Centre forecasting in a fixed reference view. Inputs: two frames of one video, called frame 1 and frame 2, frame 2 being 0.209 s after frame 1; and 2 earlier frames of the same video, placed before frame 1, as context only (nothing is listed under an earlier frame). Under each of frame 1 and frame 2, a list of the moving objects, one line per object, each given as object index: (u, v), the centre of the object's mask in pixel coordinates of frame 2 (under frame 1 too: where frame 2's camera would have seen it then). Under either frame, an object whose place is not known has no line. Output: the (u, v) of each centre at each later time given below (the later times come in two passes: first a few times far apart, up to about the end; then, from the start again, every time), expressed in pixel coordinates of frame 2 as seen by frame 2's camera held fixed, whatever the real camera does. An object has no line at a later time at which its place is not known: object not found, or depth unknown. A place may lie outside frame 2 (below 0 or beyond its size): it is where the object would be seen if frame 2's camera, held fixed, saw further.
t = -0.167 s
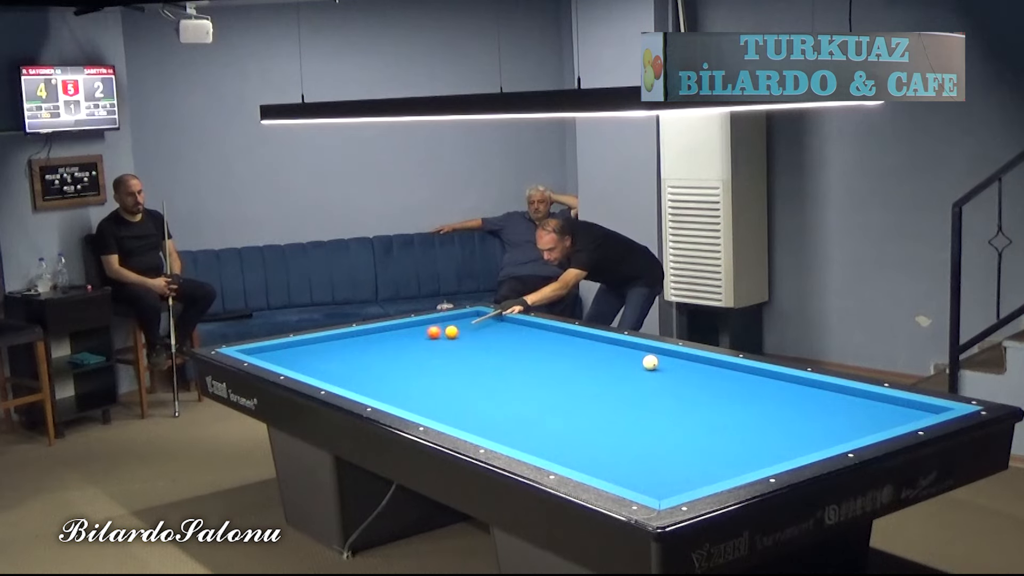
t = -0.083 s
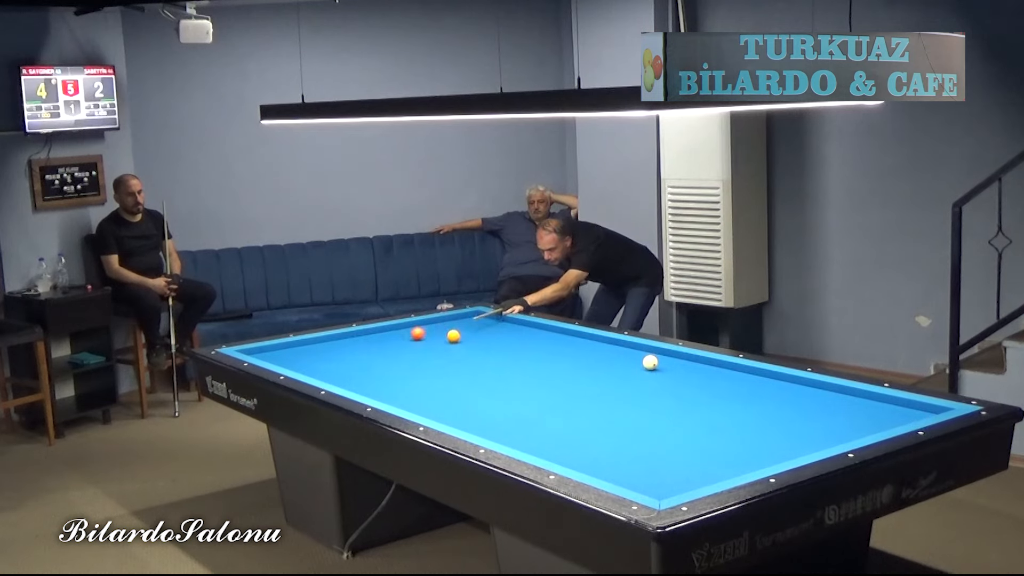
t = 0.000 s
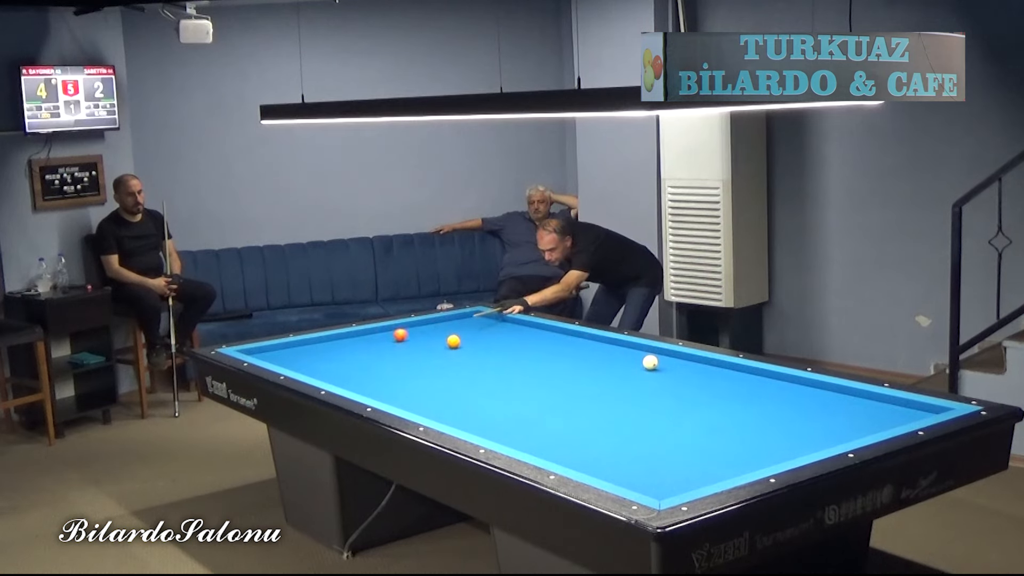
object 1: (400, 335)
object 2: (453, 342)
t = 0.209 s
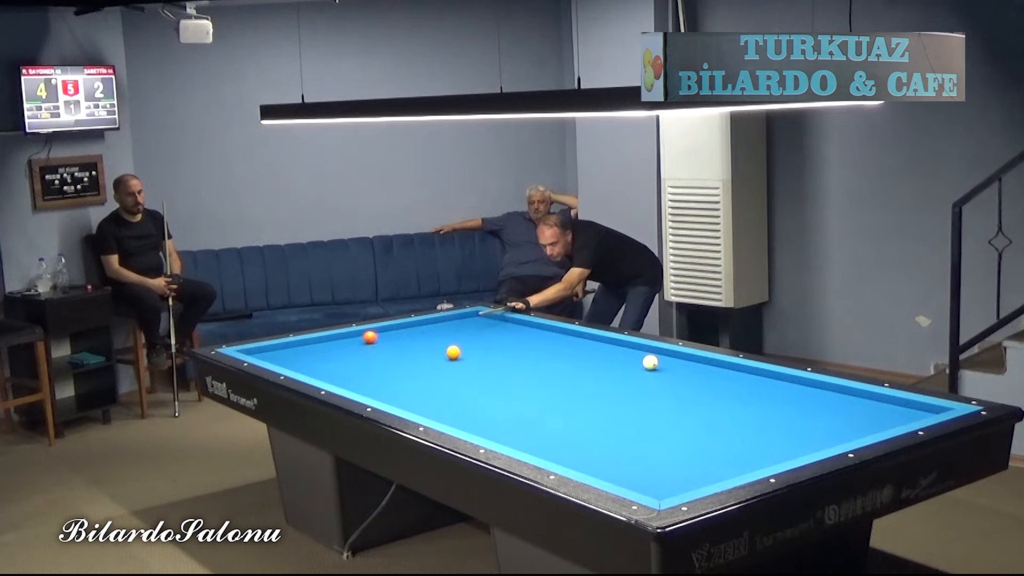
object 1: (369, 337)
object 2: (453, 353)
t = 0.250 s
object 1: (363, 338)
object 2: (453, 355)
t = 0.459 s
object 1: (330, 340)
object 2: (453, 368)
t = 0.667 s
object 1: (299, 343)
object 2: (452, 382)
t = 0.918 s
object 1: (274, 348)
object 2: (452, 402)
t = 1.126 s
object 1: (256, 351)
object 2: (452, 418)
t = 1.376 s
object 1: (261, 353)
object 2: (495, 431)
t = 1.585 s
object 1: (276, 352)
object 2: (554, 439)
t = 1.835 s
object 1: (294, 351)
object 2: (621, 448)
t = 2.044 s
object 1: (309, 350)
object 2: (686, 458)
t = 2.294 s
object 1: (325, 349)
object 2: (759, 464)
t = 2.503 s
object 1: (339, 348)
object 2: (752, 450)
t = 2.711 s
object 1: (352, 347)
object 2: (748, 437)
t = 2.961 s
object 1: (367, 345)
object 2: (745, 422)
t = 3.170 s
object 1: (379, 344)
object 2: (742, 411)
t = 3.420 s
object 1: (394, 344)
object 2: (739, 398)
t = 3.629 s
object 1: (405, 343)
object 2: (737, 389)
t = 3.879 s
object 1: (418, 342)
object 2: (734, 378)
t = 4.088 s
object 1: (428, 341)
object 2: (732, 371)
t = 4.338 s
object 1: (440, 340)
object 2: (717, 365)
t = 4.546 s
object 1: (449, 339)
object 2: (694, 364)
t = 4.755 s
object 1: (458, 338)
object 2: (672, 363)
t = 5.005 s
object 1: (469, 337)
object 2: (662, 362)
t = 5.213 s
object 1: (478, 337)
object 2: (658, 361)
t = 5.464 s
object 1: (487, 336)
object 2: (653, 360)
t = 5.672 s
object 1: (495, 335)
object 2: (649, 360)
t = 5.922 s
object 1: (503, 335)
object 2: (645, 360)
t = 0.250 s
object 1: (363, 338)
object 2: (453, 355)
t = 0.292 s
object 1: (357, 338)
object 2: (453, 357)
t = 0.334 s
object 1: (351, 339)
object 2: (453, 360)
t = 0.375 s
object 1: (345, 339)
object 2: (453, 362)
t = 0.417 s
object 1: (339, 340)
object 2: (453, 365)
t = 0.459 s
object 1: (330, 340)
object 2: (453, 368)
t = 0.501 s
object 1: (324, 341)
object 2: (453, 371)
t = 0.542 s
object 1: (318, 341)
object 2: (452, 374)
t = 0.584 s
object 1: (311, 342)
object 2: (452, 377)
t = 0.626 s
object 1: (305, 342)
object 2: (452, 379)
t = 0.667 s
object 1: (299, 343)
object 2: (452, 382)
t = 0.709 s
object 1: (293, 343)
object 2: (452, 385)
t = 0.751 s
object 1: (289, 344)
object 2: (452, 388)
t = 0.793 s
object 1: (286, 345)
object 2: (452, 391)
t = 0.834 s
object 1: (282, 346)
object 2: (452, 394)
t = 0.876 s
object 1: (279, 346)
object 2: (452, 397)
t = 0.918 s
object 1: (274, 348)
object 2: (452, 402)
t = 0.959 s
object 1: (270, 348)
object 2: (452, 405)
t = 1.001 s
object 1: (266, 349)
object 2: (452, 408)
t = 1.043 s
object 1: (263, 350)
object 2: (452, 412)
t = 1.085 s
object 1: (259, 351)
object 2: (451, 415)
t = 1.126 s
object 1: (256, 351)
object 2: (452, 418)
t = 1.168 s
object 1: (253, 352)
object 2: (452, 420)
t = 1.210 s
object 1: (249, 352)
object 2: (453, 422)
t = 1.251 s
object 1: (252, 352)
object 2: (464, 424)
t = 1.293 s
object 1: (255, 352)
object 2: (475, 427)
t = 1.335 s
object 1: (258, 353)
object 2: (485, 429)
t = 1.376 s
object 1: (261, 353)
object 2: (495, 431)
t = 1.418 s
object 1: (265, 353)
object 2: (511, 433)
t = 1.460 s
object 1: (268, 353)
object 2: (522, 434)
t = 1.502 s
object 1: (271, 352)
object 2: (532, 436)
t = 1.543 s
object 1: (274, 352)
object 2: (543, 437)
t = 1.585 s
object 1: (276, 352)
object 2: (554, 439)
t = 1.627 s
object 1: (280, 352)
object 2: (565, 440)
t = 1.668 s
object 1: (282, 352)
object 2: (576, 442)
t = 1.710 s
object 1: (285, 351)
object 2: (587, 443)
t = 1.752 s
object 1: (288, 351)
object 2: (598, 445)
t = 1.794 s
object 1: (291, 351)
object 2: (610, 447)
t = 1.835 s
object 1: (294, 351)
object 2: (621, 448)
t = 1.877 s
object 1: (296, 351)
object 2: (632, 450)
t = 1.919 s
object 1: (300, 350)
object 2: (650, 453)
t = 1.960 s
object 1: (303, 350)
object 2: (662, 454)
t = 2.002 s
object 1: (306, 350)
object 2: (674, 456)
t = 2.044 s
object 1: (309, 350)
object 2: (686, 458)
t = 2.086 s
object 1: (311, 349)
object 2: (698, 459)
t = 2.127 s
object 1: (314, 349)
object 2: (711, 461)
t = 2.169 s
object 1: (317, 349)
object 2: (723, 463)
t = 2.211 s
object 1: (319, 349)
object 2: (736, 464)
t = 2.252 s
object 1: (322, 349)
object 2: (748, 465)
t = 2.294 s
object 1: (325, 349)
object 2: (759, 464)
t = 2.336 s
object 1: (327, 348)
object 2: (757, 462)
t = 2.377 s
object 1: (330, 348)
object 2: (755, 460)
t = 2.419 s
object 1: (334, 348)
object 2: (753, 456)
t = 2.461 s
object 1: (336, 348)
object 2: (752, 453)
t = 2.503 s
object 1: (339, 348)
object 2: (752, 450)
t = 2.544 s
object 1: (341, 347)
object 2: (751, 448)
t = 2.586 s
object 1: (344, 347)
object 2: (750, 445)
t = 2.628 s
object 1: (347, 347)
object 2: (750, 442)
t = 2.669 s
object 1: (349, 347)
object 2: (749, 440)
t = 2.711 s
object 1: (352, 347)
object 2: (748, 437)
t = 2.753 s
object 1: (354, 346)
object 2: (748, 435)
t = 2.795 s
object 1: (357, 346)
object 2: (747, 432)
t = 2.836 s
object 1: (359, 346)
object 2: (747, 430)
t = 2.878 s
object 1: (363, 346)
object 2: (746, 426)
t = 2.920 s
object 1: (365, 346)
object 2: (745, 424)
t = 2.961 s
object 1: (367, 345)
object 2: (745, 422)
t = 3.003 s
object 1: (370, 345)
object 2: (744, 420)
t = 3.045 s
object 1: (372, 345)
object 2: (744, 417)
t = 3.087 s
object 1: (374, 345)
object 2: (743, 415)
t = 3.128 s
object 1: (377, 345)
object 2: (742, 413)
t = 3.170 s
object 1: (379, 344)
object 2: (742, 411)
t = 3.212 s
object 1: (381, 344)
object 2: (741, 409)
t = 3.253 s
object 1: (384, 344)
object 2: (741, 407)
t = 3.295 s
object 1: (386, 344)
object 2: (740, 405)
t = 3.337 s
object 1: (388, 344)
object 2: (740, 403)
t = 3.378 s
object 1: (392, 343)
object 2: (740, 400)
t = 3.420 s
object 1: (394, 344)
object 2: (739, 398)
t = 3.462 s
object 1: (396, 343)
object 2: (739, 396)
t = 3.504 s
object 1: (398, 343)
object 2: (738, 394)
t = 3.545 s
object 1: (400, 343)
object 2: (738, 393)
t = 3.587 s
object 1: (402, 343)
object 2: (737, 391)
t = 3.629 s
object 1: (405, 343)
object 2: (737, 389)
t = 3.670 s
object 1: (406, 342)
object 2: (736, 387)
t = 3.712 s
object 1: (409, 342)
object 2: (736, 386)
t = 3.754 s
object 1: (411, 342)
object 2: (735, 384)
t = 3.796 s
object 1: (413, 342)
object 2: (735, 382)
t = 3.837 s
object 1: (415, 342)
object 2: (735, 381)
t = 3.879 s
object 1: (418, 342)
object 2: (734, 378)
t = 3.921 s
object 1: (420, 341)
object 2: (733, 377)
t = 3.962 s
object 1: (422, 341)
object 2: (733, 375)
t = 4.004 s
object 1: (424, 341)
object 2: (733, 374)
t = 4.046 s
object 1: (426, 341)
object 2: (732, 372)
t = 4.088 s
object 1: (428, 341)
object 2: (732, 371)
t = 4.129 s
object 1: (430, 341)
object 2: (732, 369)
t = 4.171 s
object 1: (432, 340)
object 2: (731, 368)
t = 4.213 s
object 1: (434, 340)
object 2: (731, 366)
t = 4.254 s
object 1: (436, 340)
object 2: (730, 365)
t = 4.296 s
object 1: (438, 340)
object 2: (725, 365)
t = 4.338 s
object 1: (440, 340)
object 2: (717, 365)
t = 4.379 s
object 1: (442, 340)
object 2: (713, 364)
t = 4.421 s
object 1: (444, 339)
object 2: (708, 364)
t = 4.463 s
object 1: (446, 339)
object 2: (704, 364)
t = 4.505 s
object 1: (448, 339)
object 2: (699, 364)
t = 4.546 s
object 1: (449, 339)
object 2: (694, 364)
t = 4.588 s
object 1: (452, 339)
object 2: (690, 363)
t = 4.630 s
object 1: (453, 339)
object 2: (686, 363)
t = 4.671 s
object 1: (455, 339)
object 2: (681, 363)
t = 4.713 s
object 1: (457, 339)
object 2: (677, 363)
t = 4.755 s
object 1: (458, 338)
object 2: (672, 363)
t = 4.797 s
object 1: (460, 338)
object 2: (668, 362)
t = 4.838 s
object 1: (463, 338)
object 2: (665, 362)
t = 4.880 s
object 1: (464, 338)
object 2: (664, 362)
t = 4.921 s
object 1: (466, 338)
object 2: (663, 362)
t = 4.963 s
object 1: (468, 338)
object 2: (662, 362)
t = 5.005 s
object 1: (469, 337)
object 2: (662, 362)
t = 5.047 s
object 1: (471, 337)
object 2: (661, 362)
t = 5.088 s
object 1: (473, 337)
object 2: (660, 362)
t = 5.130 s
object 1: (474, 337)
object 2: (659, 362)
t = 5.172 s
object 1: (476, 337)
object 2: (658, 361)
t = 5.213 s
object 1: (478, 337)
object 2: (658, 361)
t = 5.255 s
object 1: (479, 337)
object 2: (657, 361)
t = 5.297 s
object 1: (480, 336)
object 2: (656, 361)
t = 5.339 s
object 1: (483, 336)
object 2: (655, 361)
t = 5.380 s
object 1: (484, 336)
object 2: (654, 361)
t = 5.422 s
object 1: (486, 336)
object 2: (653, 361)
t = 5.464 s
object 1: (487, 336)
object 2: (653, 360)
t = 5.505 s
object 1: (489, 336)
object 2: (652, 360)
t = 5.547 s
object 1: (490, 336)
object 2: (651, 360)
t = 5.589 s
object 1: (492, 336)
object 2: (650, 360)
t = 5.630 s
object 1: (493, 335)
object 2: (650, 360)
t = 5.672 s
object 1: (495, 335)
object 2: (649, 360)
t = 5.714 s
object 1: (496, 335)
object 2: (649, 360)
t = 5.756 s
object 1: (497, 335)
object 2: (648, 360)
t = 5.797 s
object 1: (499, 335)
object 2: (647, 360)
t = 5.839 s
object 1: (501, 335)
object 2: (646, 360)
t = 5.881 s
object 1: (502, 335)
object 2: (646, 360)
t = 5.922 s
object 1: (503, 335)
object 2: (645, 360)
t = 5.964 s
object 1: (505, 334)
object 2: (645, 359)
